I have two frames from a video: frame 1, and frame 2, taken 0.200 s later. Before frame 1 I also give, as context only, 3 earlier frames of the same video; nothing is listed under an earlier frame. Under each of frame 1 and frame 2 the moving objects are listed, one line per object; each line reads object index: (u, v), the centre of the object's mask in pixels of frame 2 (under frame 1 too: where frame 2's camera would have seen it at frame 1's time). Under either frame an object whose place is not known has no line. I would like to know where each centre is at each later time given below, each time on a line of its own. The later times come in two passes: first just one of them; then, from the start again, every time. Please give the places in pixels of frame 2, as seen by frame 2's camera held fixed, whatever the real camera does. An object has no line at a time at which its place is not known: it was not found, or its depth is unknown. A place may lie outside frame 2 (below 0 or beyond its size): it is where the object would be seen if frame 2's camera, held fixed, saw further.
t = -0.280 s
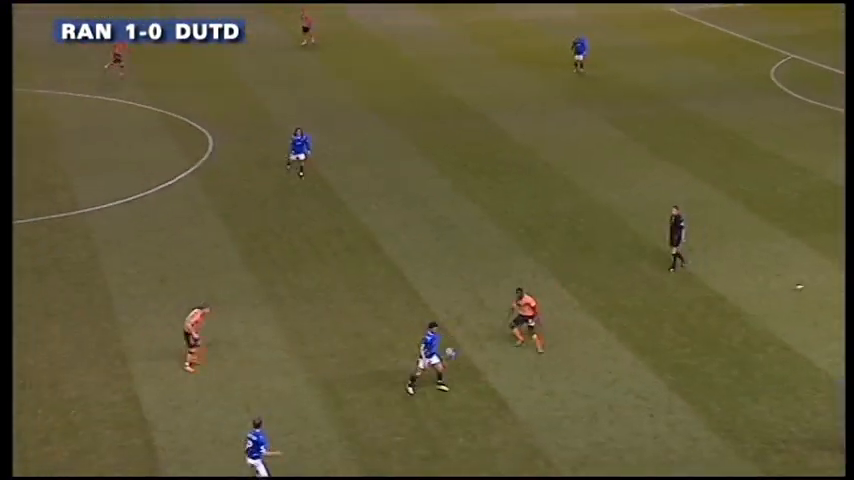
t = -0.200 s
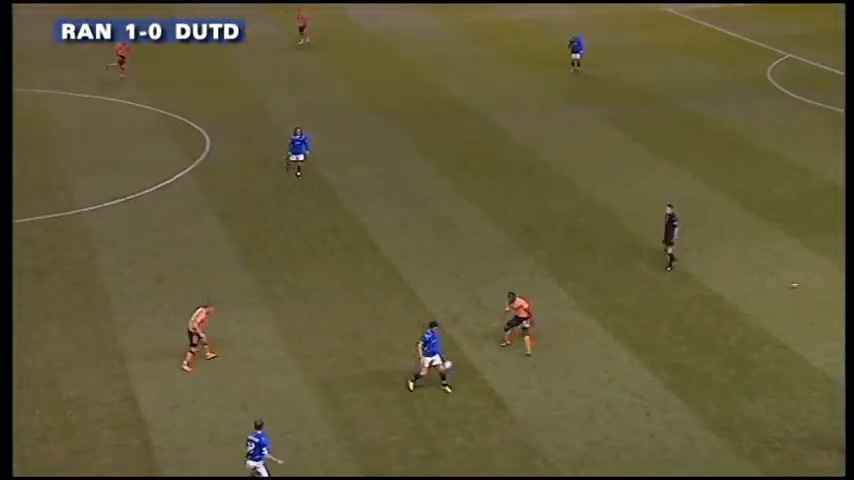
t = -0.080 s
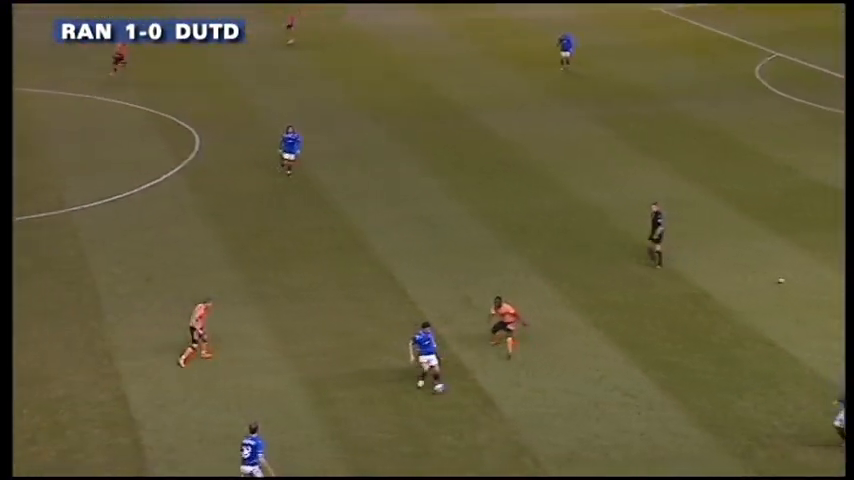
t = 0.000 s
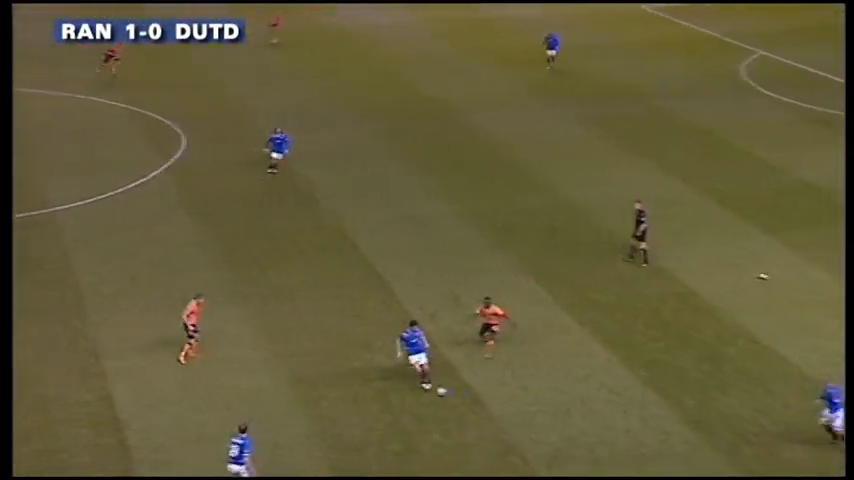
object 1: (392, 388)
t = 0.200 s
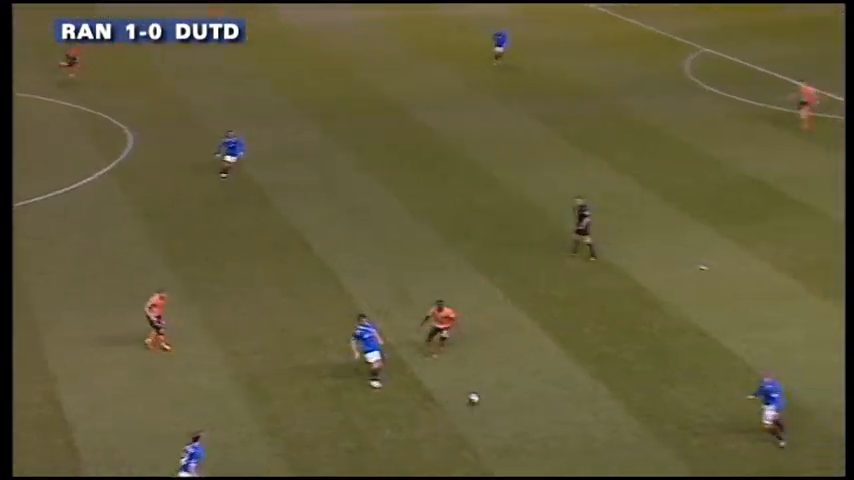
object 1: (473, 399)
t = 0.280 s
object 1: (504, 407)
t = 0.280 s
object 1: (504, 407)
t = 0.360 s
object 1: (531, 414)
